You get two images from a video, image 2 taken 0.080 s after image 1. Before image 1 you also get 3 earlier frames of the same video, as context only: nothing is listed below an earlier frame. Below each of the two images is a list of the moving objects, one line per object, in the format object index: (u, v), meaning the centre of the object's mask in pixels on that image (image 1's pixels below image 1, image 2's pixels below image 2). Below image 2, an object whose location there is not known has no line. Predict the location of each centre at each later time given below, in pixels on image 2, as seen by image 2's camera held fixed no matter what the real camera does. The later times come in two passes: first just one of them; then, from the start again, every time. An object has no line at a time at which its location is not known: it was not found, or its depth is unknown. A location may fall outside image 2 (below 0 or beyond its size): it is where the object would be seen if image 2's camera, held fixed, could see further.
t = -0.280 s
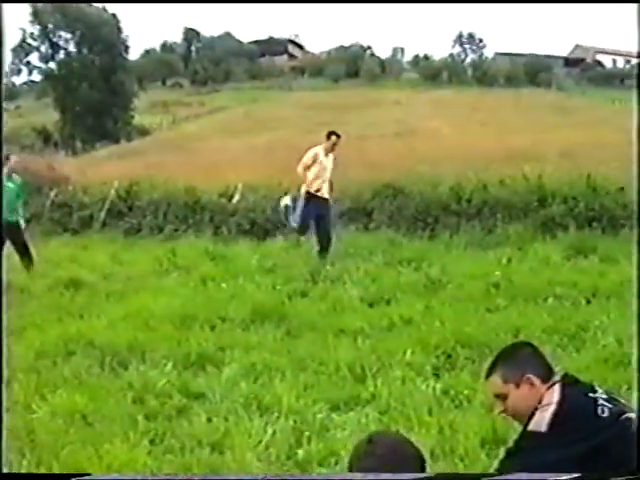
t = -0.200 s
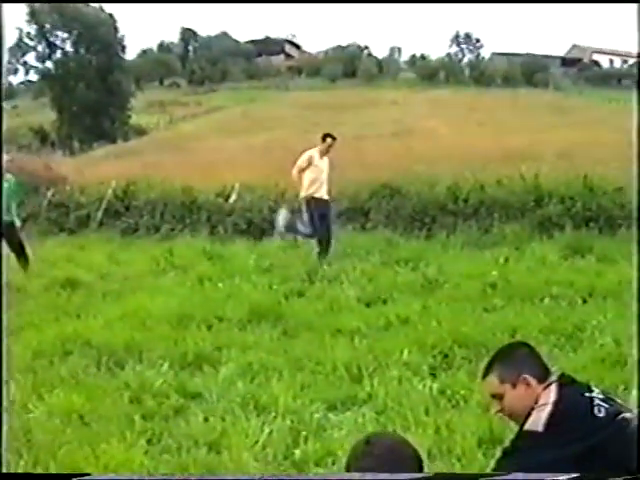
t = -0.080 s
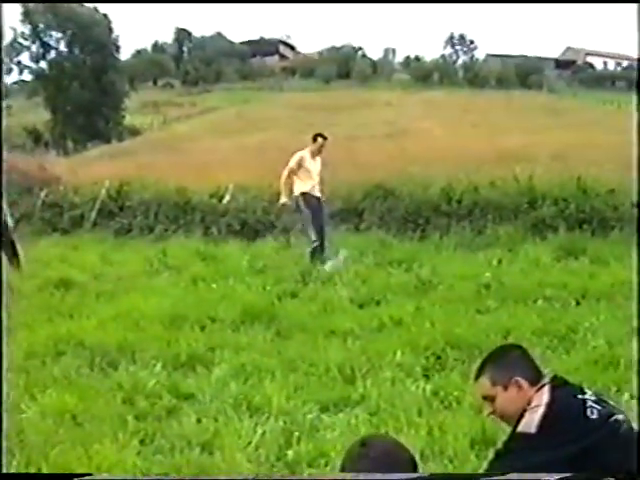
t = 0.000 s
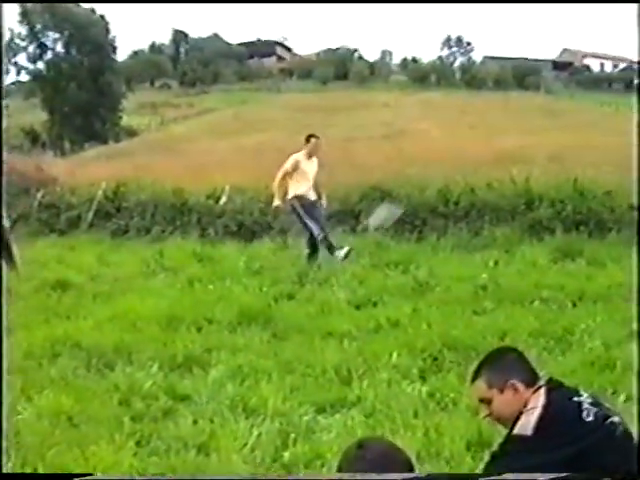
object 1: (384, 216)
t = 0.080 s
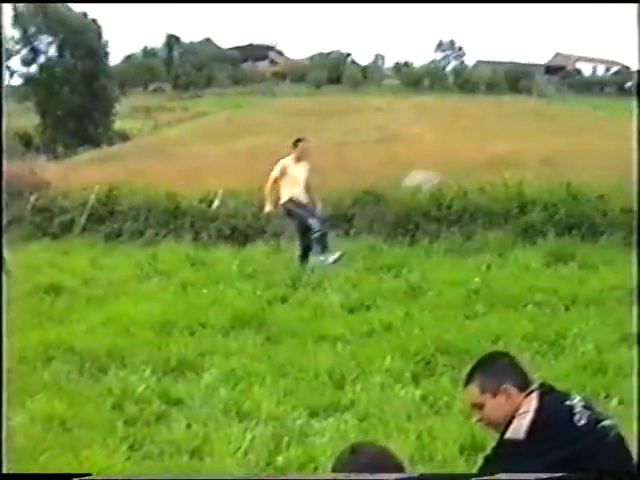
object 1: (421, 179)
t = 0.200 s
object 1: (483, 141)
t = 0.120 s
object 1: (443, 163)
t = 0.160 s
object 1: (464, 151)
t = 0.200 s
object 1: (483, 141)
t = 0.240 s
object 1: (502, 132)
